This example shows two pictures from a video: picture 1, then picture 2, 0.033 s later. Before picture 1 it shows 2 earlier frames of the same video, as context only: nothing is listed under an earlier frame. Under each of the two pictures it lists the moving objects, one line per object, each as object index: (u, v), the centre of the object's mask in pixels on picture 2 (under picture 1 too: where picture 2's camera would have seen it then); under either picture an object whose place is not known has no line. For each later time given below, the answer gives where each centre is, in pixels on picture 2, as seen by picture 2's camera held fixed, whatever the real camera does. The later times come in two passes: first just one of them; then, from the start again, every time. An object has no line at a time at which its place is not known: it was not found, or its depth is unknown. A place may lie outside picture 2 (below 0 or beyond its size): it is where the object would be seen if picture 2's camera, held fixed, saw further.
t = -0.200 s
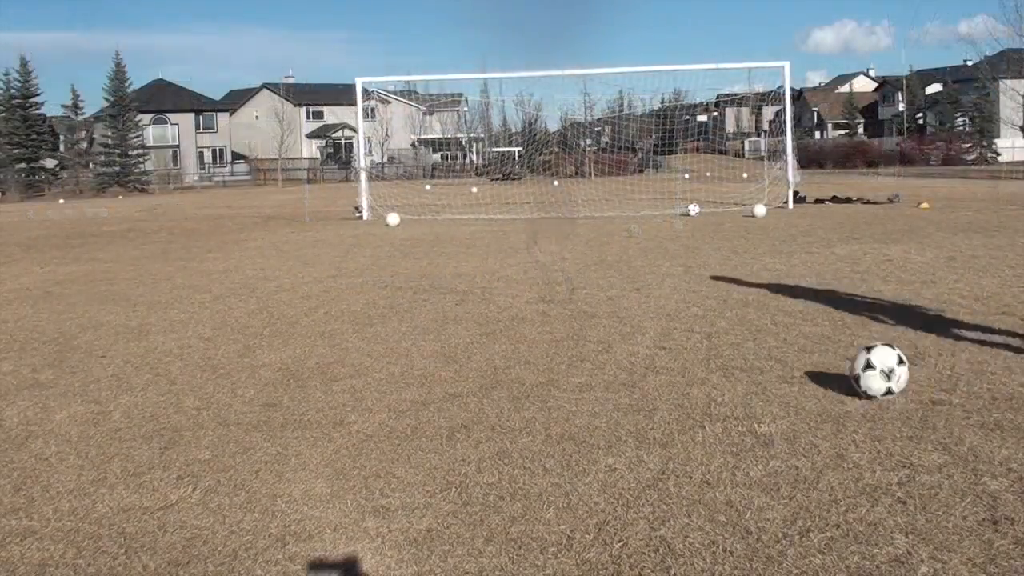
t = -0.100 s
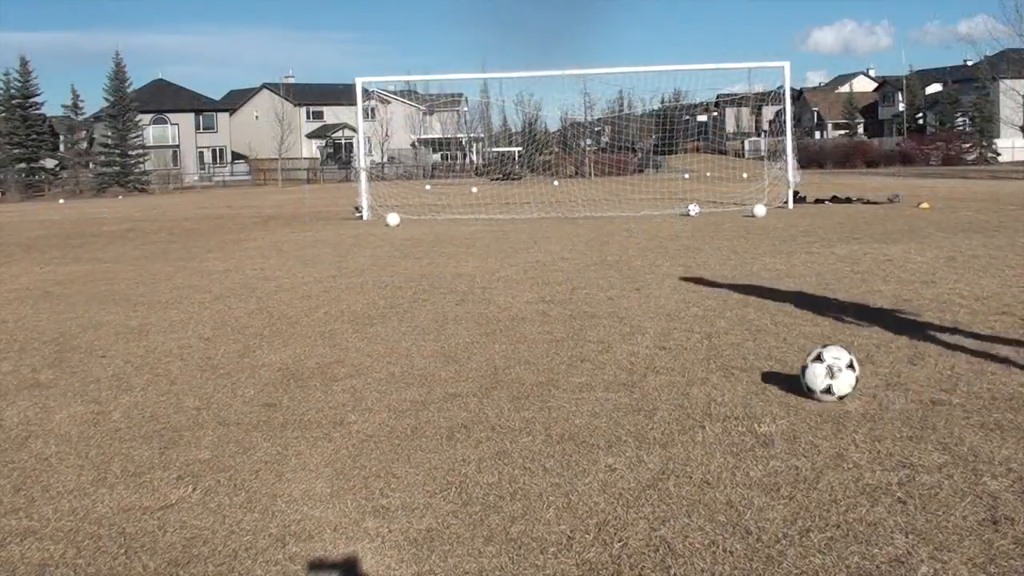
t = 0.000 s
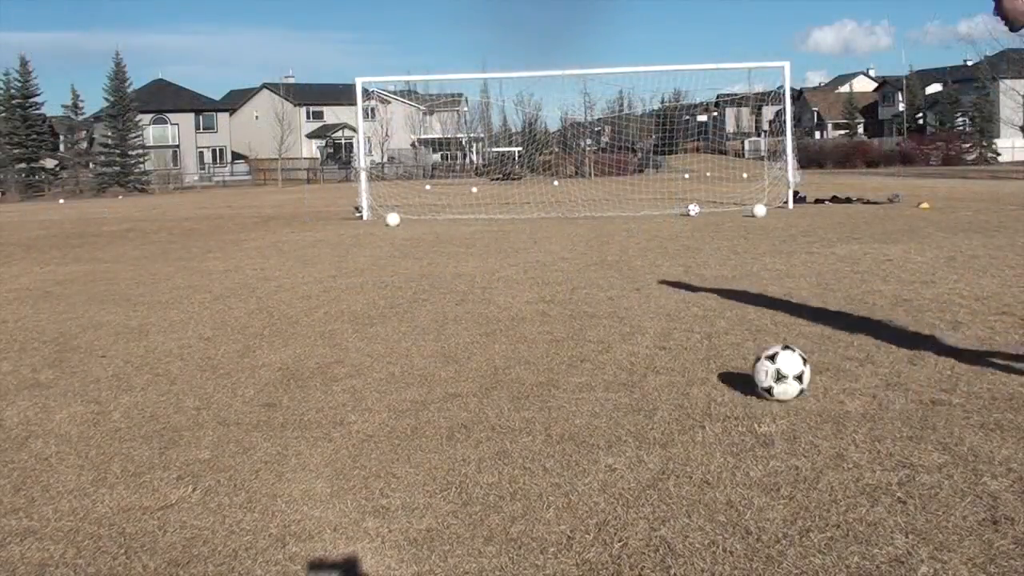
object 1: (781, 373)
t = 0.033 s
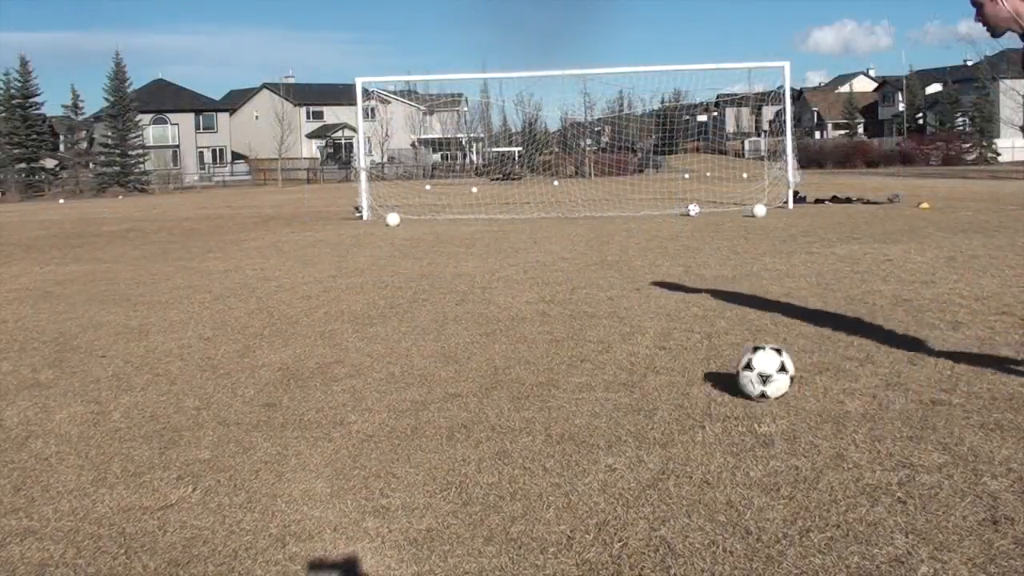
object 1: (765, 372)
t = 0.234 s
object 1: (675, 376)
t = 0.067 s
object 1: (749, 374)
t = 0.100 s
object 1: (734, 374)
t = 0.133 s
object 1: (719, 373)
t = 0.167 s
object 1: (704, 372)
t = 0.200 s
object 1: (689, 375)
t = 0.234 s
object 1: (675, 376)
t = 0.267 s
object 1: (660, 376)
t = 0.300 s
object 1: (645, 376)
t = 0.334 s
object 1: (631, 376)
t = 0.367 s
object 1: (617, 375)
